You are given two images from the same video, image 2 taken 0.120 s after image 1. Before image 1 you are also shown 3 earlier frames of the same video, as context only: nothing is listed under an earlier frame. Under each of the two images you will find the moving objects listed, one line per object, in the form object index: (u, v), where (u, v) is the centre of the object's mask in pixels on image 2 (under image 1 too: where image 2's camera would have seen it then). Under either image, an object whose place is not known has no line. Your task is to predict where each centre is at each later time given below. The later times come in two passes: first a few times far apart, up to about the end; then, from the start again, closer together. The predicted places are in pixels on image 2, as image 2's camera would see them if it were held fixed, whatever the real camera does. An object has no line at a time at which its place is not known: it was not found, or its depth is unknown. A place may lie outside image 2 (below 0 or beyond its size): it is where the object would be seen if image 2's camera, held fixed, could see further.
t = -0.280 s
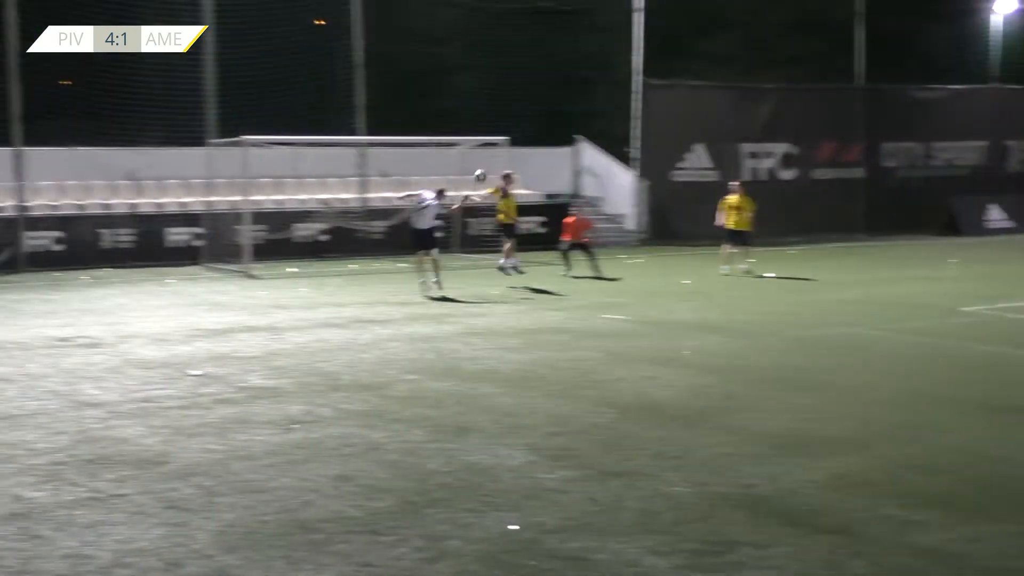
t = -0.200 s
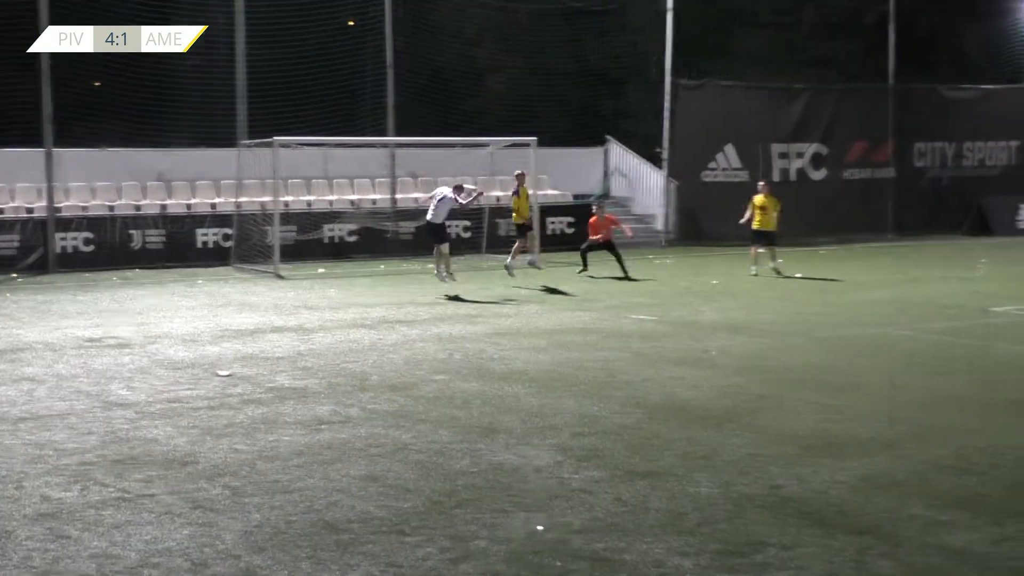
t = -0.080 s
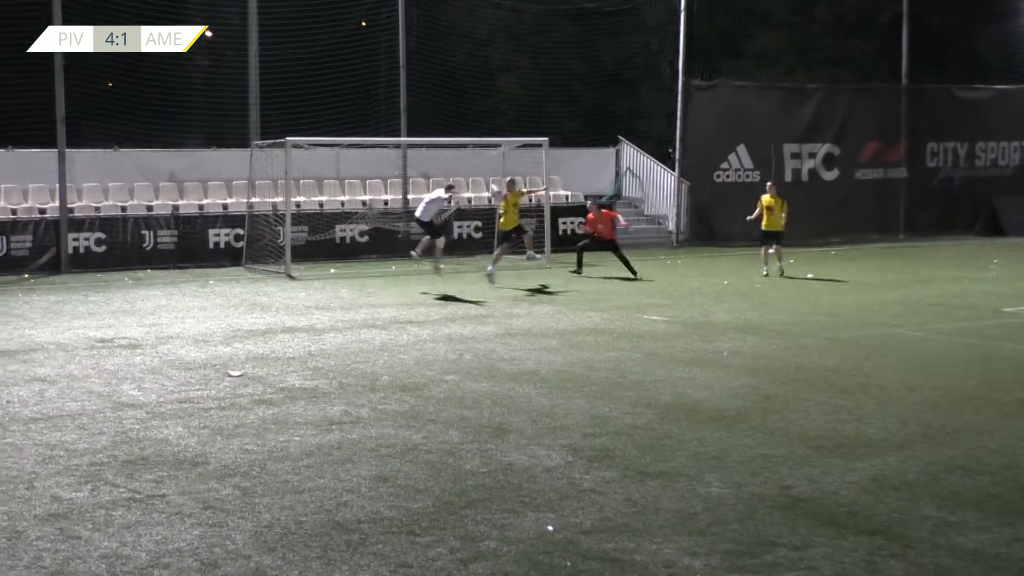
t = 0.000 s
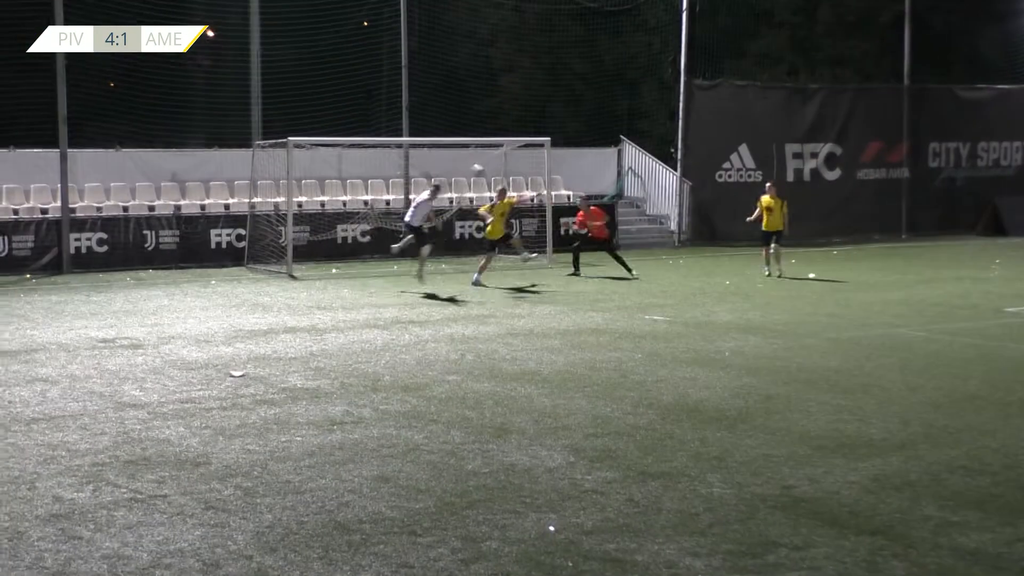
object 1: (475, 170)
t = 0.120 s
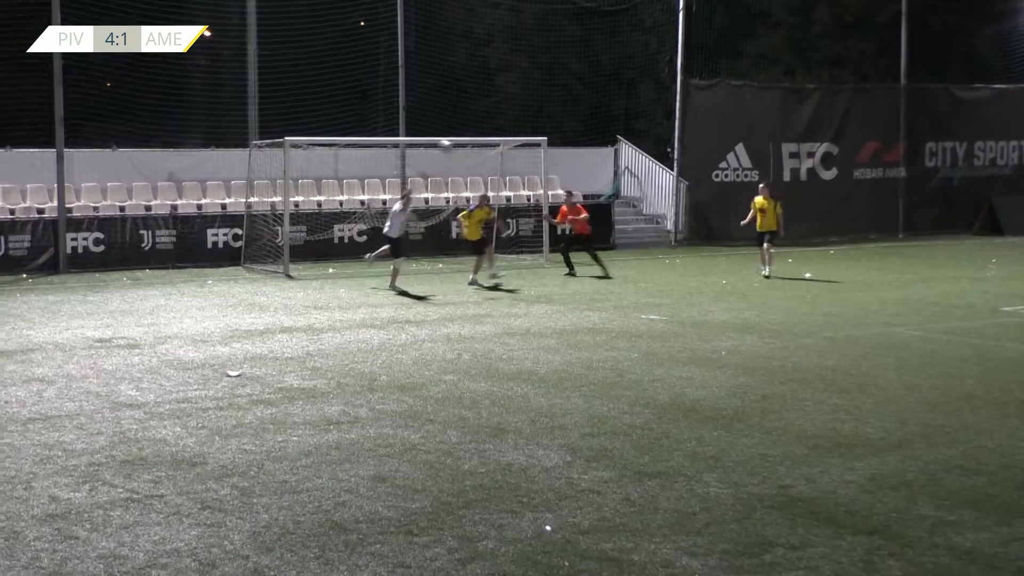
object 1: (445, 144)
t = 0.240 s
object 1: (417, 130)
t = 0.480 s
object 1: (361, 123)
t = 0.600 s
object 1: (333, 130)
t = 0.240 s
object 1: (417, 130)
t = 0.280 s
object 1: (409, 127)
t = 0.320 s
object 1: (398, 125)
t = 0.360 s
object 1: (389, 123)
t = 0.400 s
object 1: (380, 122)
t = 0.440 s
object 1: (370, 122)
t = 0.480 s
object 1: (361, 123)
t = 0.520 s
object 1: (351, 125)
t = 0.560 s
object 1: (342, 128)
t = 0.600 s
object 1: (333, 130)
